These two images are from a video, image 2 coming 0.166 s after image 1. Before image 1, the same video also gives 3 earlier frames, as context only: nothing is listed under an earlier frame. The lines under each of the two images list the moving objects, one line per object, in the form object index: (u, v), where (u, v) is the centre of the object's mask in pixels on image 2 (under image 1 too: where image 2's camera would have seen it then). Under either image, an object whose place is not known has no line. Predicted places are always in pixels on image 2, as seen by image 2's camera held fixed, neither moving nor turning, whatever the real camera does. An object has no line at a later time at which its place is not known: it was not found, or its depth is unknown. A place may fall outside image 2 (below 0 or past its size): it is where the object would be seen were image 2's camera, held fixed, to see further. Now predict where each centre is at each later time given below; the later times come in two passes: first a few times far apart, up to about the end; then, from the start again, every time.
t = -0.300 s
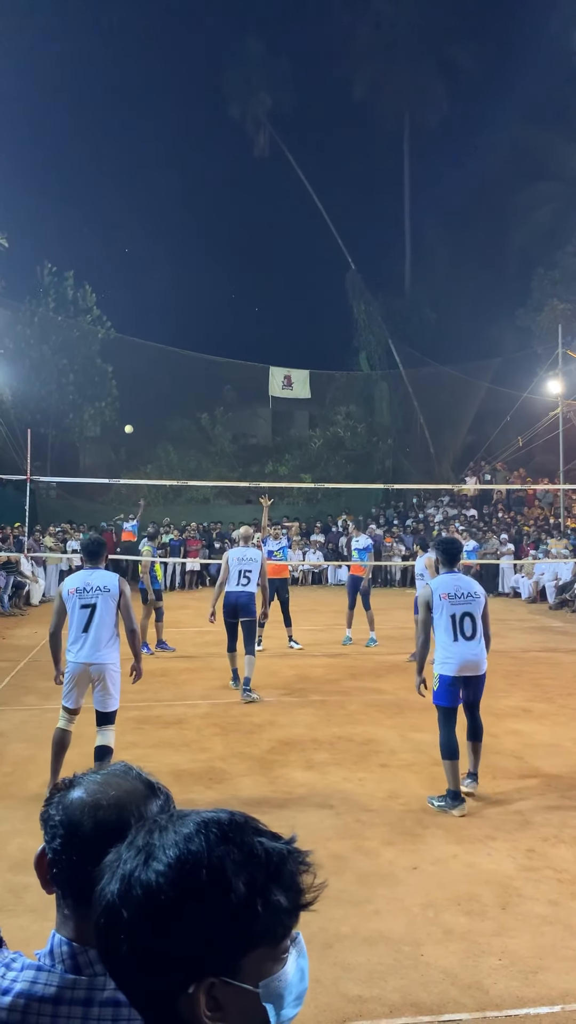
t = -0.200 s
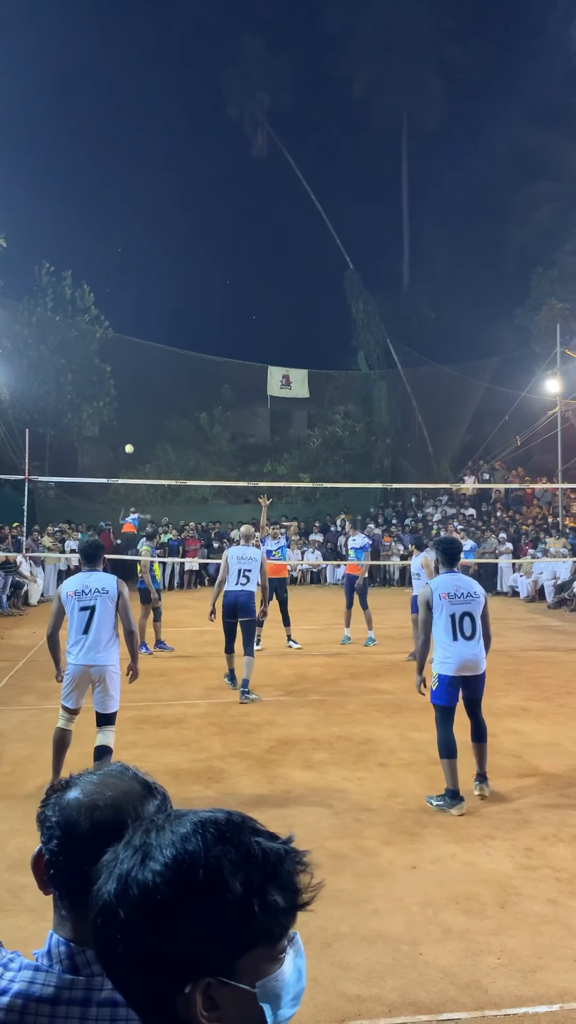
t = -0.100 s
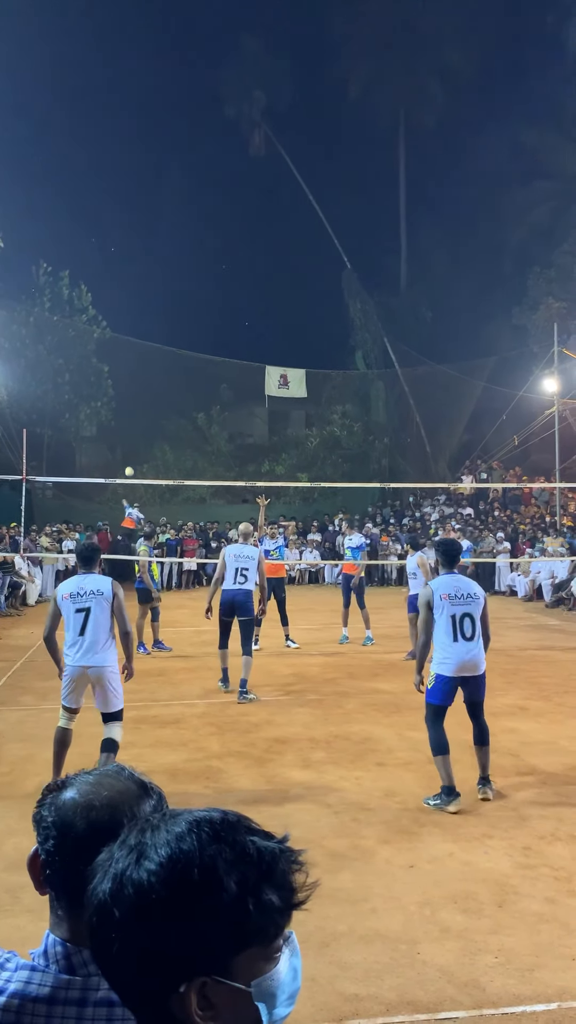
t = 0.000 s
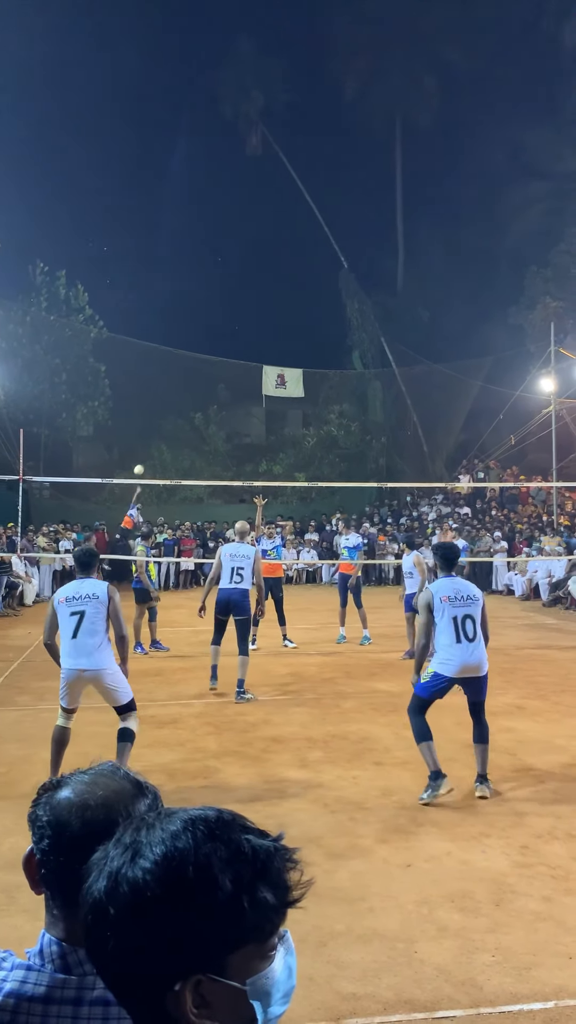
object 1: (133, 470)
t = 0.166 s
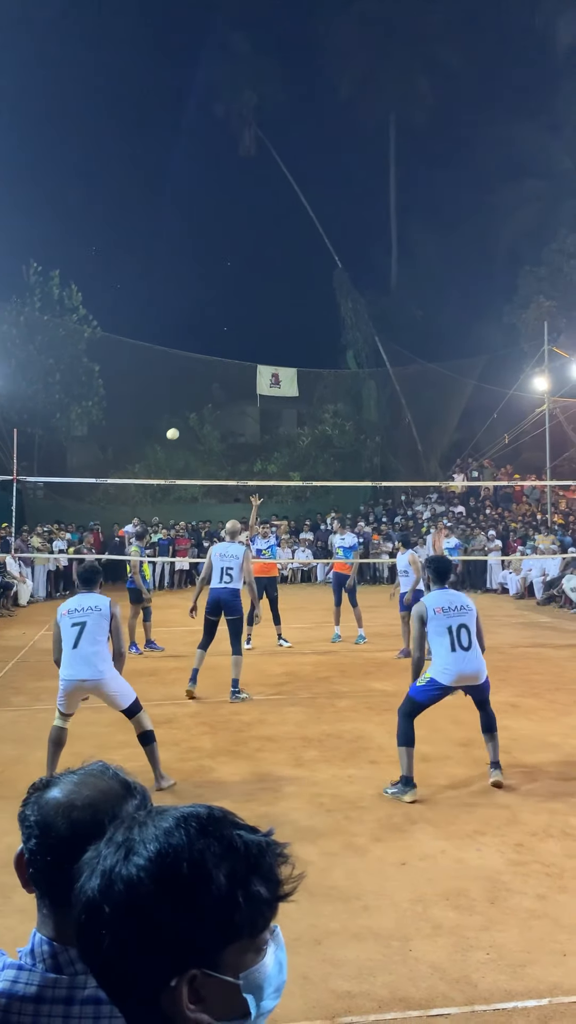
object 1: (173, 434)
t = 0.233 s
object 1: (193, 424)
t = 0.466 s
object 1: (285, 423)
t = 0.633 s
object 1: (397, 478)
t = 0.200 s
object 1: (182, 429)
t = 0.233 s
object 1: (193, 424)
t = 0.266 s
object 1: (203, 420)
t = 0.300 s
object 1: (215, 418)
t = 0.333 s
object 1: (227, 417)
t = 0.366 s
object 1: (240, 416)
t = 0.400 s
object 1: (253, 417)
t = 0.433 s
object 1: (268, 419)
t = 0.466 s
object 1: (285, 423)
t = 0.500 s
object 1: (303, 428)
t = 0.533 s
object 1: (322, 437)
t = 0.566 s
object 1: (344, 447)
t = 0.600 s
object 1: (369, 461)
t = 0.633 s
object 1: (397, 478)
